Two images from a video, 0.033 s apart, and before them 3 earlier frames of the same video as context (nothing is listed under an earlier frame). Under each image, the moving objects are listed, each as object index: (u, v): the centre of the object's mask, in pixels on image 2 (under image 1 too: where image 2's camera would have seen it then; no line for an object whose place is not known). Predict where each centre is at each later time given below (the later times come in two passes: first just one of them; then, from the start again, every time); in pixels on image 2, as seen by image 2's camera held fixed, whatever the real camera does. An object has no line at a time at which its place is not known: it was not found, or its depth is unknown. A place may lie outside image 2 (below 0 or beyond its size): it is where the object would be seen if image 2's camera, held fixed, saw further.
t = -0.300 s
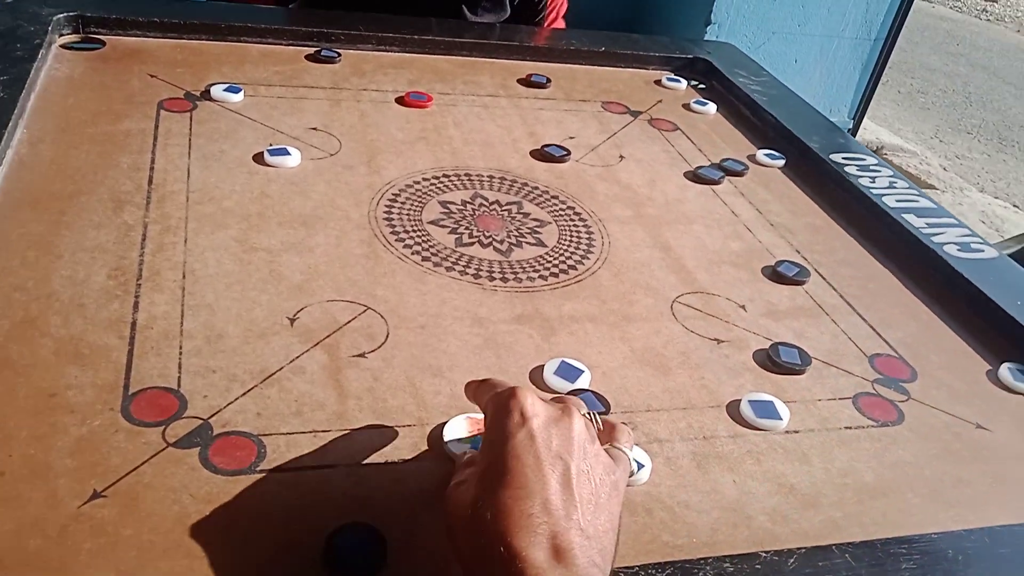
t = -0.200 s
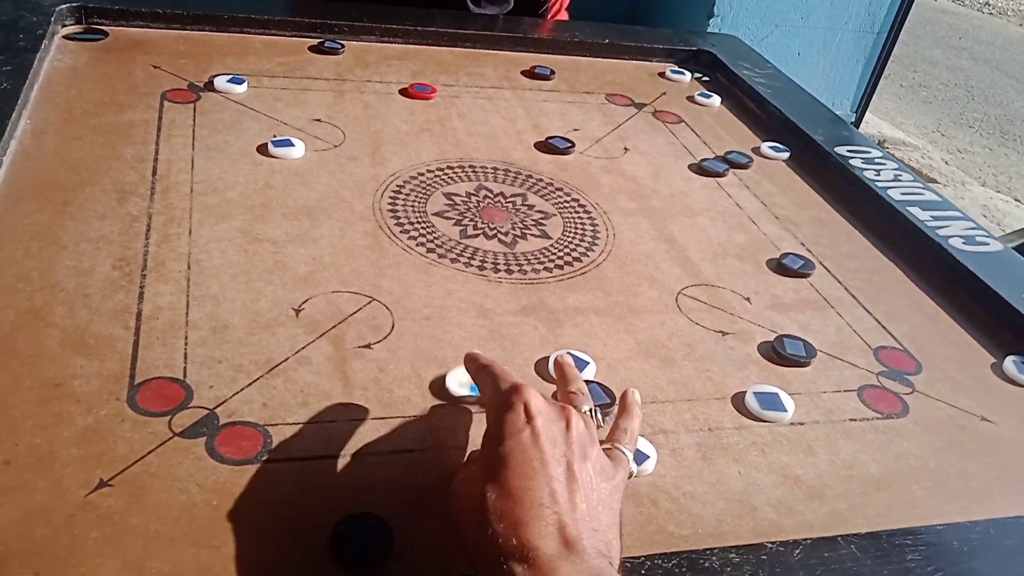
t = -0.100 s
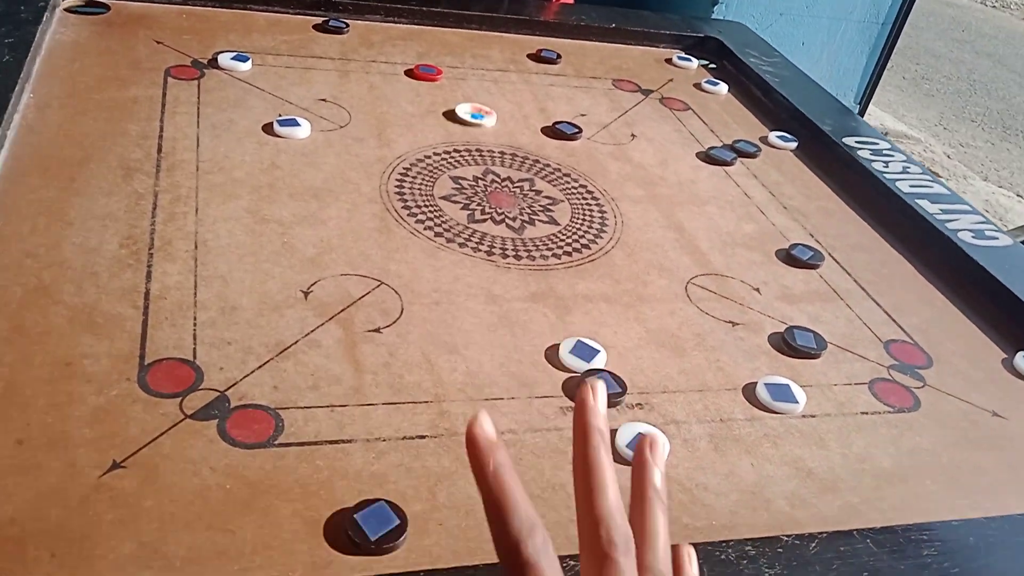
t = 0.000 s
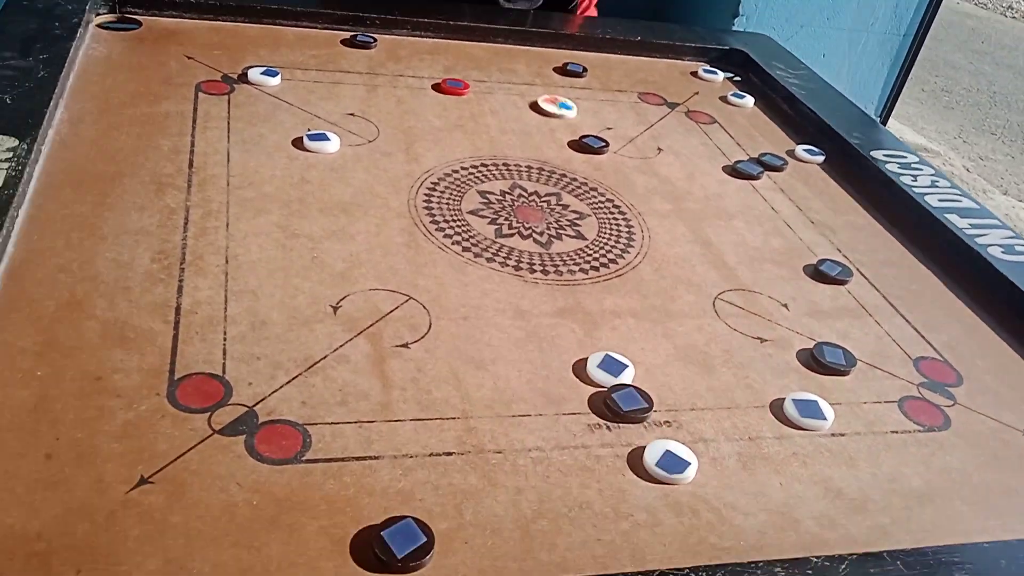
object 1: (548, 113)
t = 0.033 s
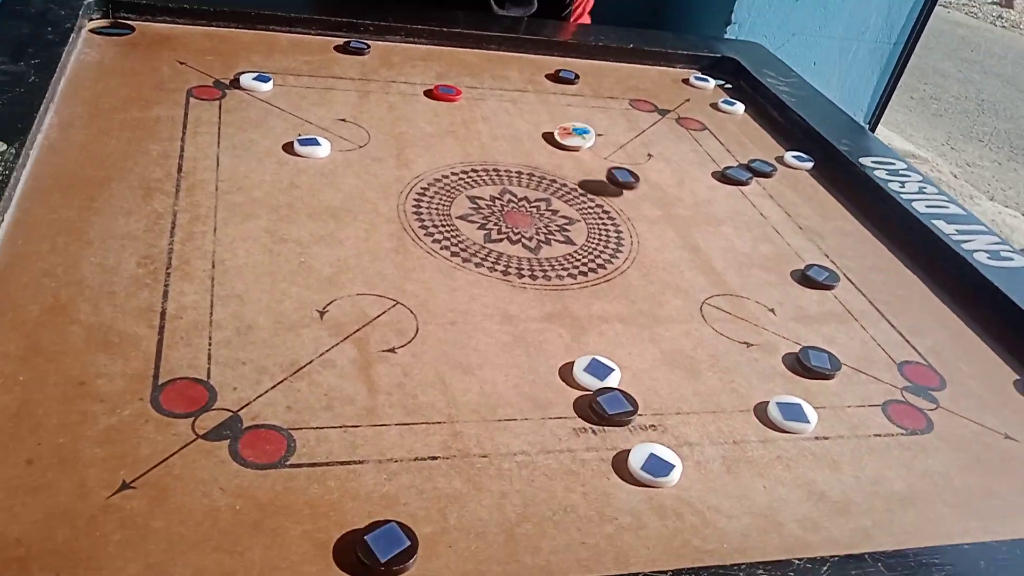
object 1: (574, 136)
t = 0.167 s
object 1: (606, 178)
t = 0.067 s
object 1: (583, 146)
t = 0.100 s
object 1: (591, 159)
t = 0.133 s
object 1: (599, 168)
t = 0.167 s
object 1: (606, 178)
